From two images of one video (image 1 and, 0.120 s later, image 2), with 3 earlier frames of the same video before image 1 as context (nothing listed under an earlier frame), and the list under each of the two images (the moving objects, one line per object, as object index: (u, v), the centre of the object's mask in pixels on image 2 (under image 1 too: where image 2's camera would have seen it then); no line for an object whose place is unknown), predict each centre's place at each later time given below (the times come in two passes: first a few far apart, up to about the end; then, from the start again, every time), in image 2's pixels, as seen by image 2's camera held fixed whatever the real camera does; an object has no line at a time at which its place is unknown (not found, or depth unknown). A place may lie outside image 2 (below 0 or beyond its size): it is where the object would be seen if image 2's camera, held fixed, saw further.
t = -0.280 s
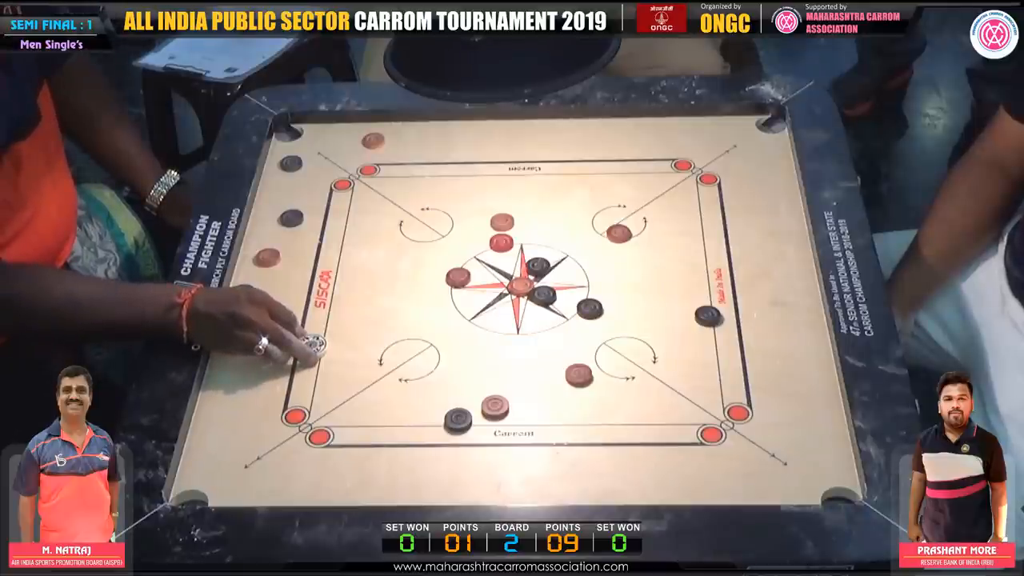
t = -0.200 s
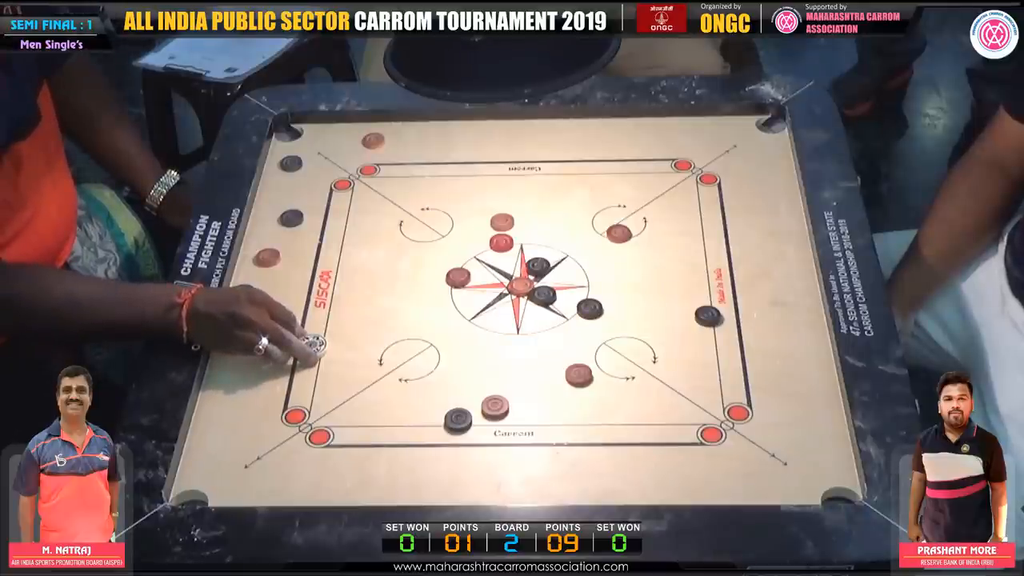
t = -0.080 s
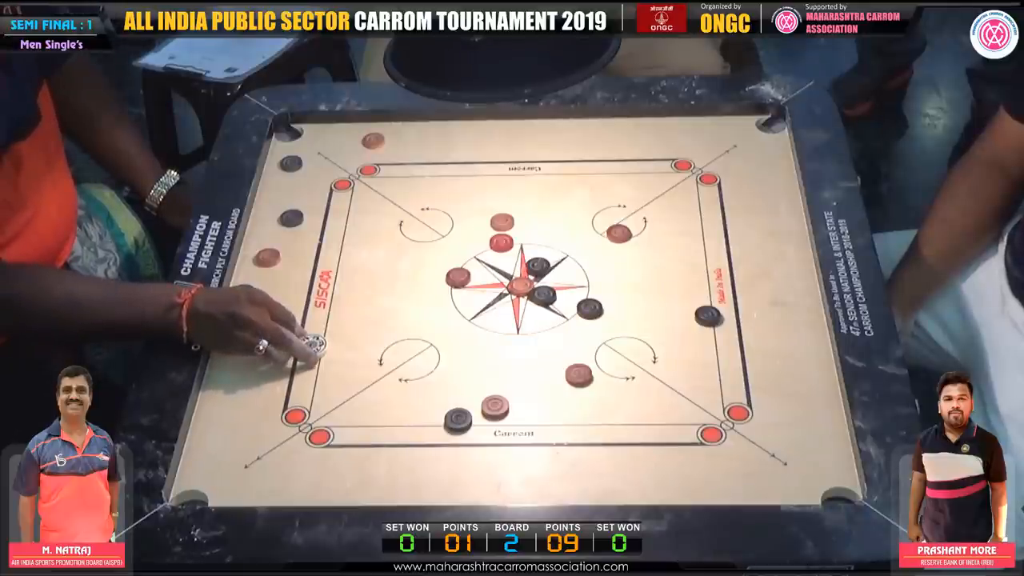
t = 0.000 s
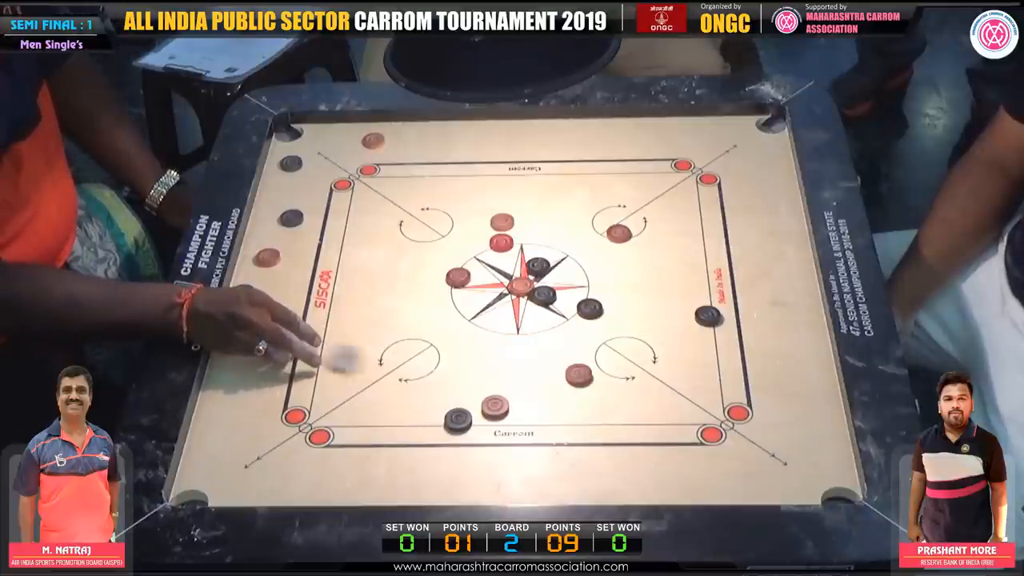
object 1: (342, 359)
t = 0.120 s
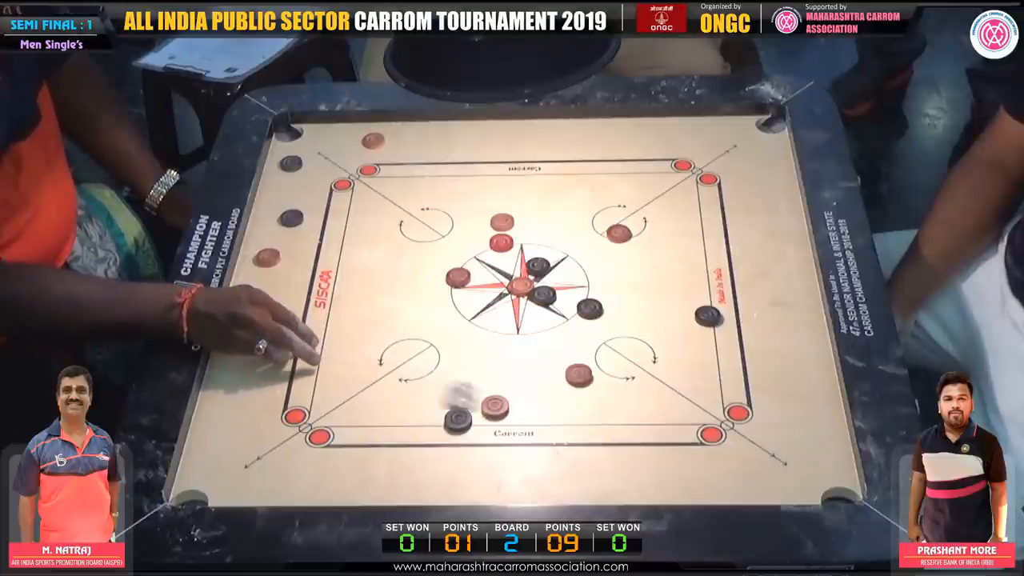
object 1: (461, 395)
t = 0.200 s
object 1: (501, 402)
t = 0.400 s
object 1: (570, 410)
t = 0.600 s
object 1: (603, 414)
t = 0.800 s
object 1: (608, 415)
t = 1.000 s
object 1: (608, 415)
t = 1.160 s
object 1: (608, 415)
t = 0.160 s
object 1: (483, 400)
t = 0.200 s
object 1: (501, 402)
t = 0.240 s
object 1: (517, 404)
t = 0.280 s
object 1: (533, 406)
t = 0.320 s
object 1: (547, 408)
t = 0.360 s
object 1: (559, 409)
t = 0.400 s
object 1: (570, 410)
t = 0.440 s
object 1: (580, 411)
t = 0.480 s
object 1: (588, 413)
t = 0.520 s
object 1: (594, 413)
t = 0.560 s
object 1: (599, 413)
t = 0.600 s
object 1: (603, 414)
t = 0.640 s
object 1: (606, 414)
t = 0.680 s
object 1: (608, 414)
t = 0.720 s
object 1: (608, 415)
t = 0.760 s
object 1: (608, 415)
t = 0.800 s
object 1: (608, 415)
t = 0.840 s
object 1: (608, 415)
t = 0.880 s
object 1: (608, 415)
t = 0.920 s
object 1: (608, 415)
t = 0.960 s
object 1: (608, 414)
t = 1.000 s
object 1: (608, 415)
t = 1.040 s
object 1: (608, 414)
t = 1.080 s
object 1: (608, 414)
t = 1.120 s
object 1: (608, 414)
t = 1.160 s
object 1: (608, 415)
